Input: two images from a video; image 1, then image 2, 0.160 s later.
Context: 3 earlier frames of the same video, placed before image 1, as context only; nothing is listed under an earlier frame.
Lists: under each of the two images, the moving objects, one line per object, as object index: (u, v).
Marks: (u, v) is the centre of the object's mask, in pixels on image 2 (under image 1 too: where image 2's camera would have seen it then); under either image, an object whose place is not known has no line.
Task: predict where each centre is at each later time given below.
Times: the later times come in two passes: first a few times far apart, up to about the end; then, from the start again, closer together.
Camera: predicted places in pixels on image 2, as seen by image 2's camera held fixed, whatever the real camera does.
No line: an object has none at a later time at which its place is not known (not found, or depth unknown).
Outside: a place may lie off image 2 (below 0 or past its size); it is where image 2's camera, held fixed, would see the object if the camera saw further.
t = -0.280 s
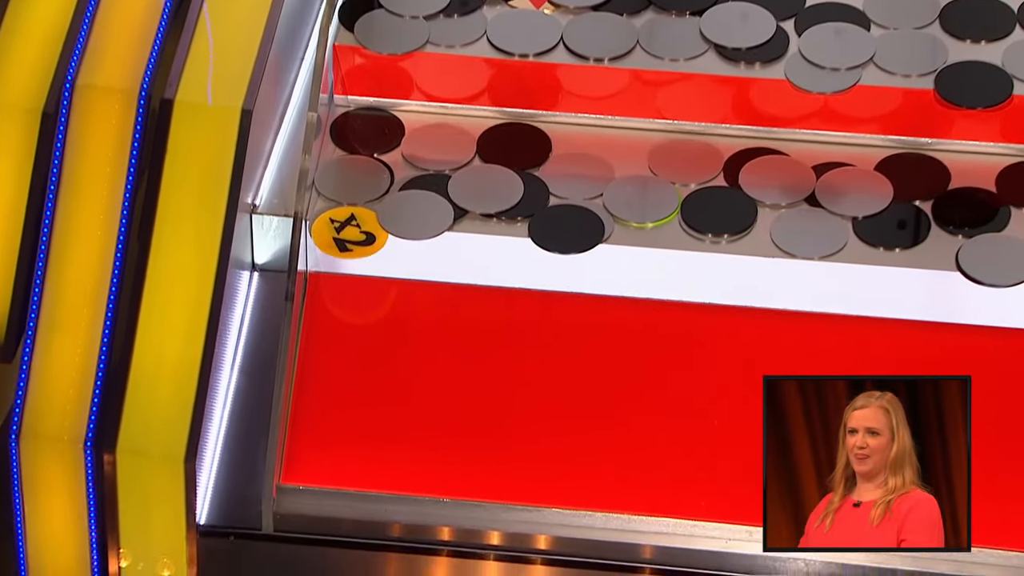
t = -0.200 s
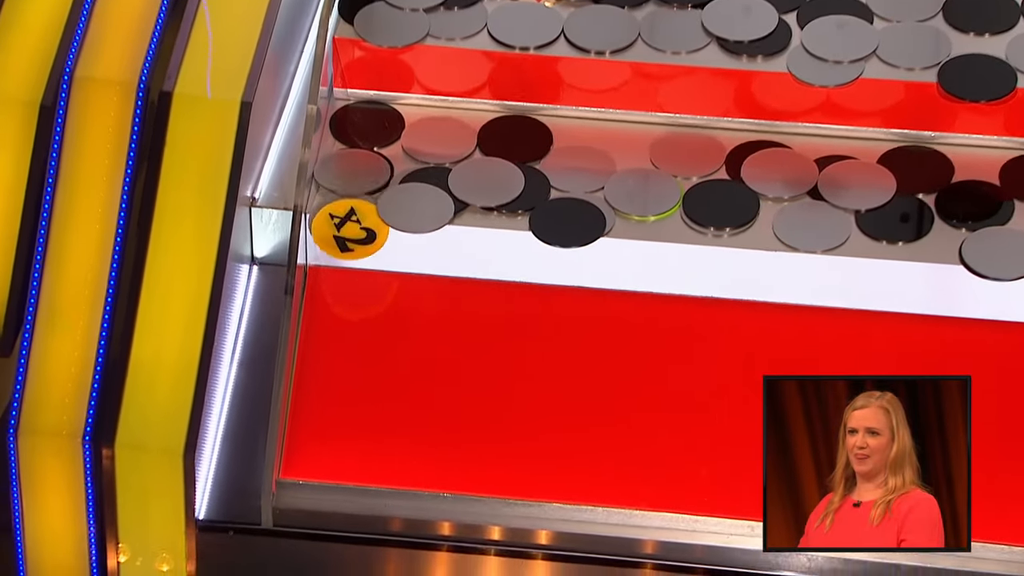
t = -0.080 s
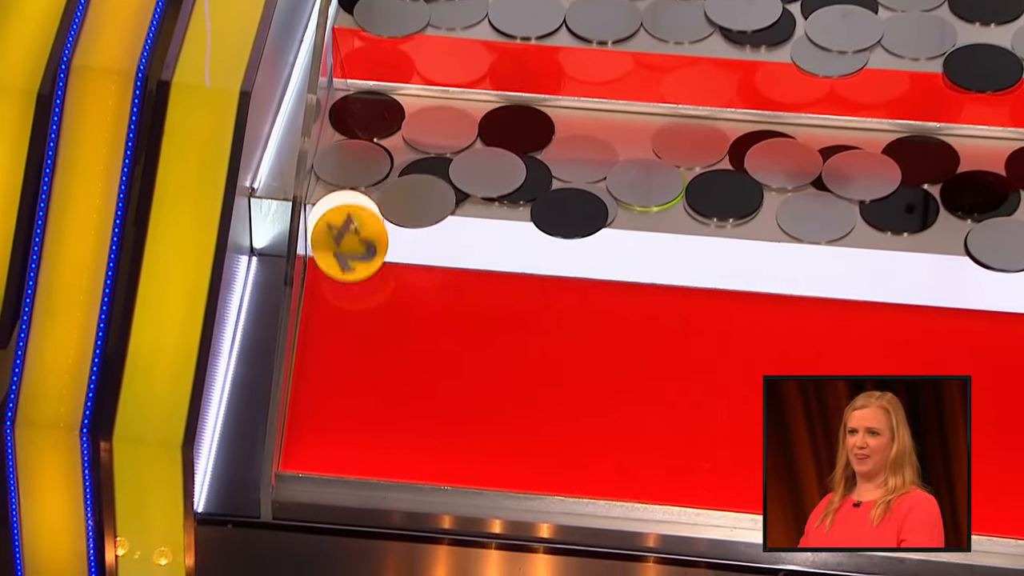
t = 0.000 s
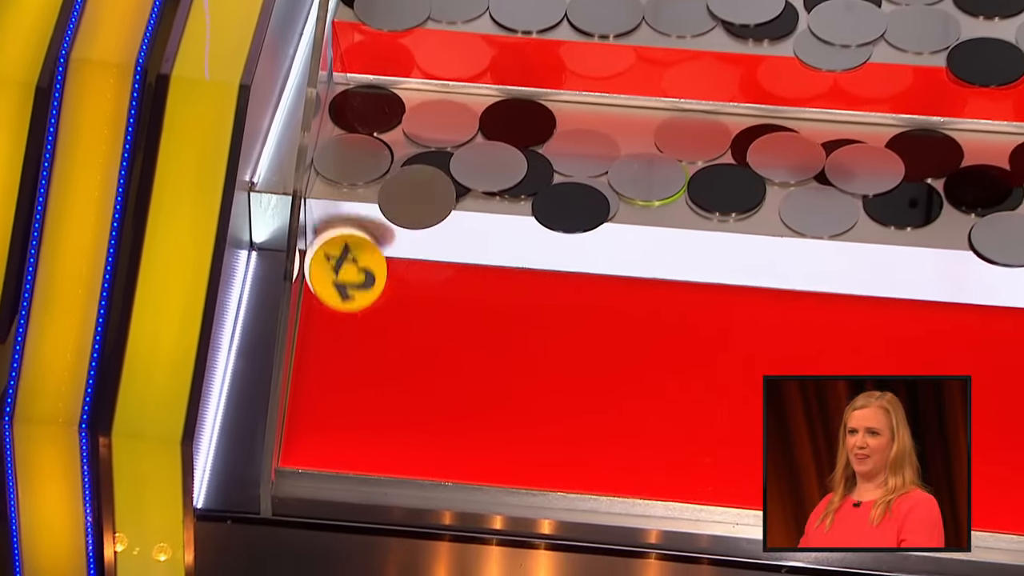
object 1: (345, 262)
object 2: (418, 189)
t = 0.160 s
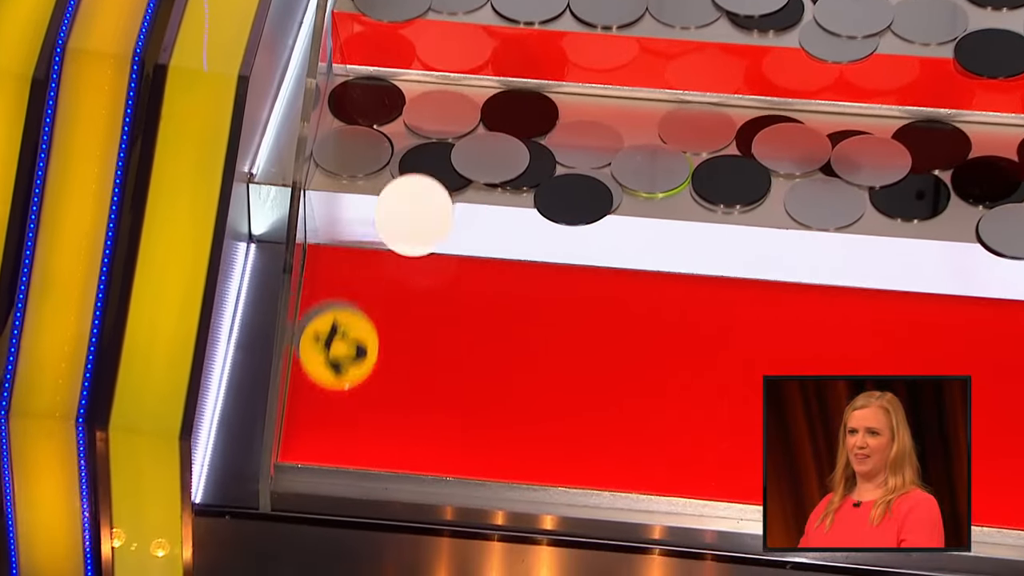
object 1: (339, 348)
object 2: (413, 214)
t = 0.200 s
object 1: (336, 374)
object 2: (413, 232)
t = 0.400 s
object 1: (327, 443)
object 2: (400, 350)
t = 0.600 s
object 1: (328, 443)
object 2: (430, 451)
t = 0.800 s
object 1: (332, 444)
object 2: (472, 456)
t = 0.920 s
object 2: (480, 457)
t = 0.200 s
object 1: (336, 374)
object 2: (413, 232)
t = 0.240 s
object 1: (333, 403)
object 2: (411, 258)
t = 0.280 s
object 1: (330, 431)
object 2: (409, 275)
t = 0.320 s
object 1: (328, 443)
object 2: (407, 304)
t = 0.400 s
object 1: (327, 443)
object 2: (400, 350)
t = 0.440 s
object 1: (326, 443)
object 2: (397, 379)
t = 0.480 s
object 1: (326, 443)
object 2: (394, 409)
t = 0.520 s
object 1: (320, 441)
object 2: (405, 430)
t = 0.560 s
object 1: (324, 441)
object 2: (418, 446)
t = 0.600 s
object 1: (328, 443)
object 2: (430, 451)
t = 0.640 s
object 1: (331, 444)
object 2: (440, 450)
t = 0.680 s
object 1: (331, 444)
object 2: (449, 451)
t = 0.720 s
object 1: (332, 444)
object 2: (458, 453)
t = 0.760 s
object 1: (331, 444)
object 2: (466, 456)
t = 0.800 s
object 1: (332, 444)
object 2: (472, 456)
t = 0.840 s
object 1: (332, 444)
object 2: (476, 457)
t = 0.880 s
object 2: (479, 457)
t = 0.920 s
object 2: (480, 457)
